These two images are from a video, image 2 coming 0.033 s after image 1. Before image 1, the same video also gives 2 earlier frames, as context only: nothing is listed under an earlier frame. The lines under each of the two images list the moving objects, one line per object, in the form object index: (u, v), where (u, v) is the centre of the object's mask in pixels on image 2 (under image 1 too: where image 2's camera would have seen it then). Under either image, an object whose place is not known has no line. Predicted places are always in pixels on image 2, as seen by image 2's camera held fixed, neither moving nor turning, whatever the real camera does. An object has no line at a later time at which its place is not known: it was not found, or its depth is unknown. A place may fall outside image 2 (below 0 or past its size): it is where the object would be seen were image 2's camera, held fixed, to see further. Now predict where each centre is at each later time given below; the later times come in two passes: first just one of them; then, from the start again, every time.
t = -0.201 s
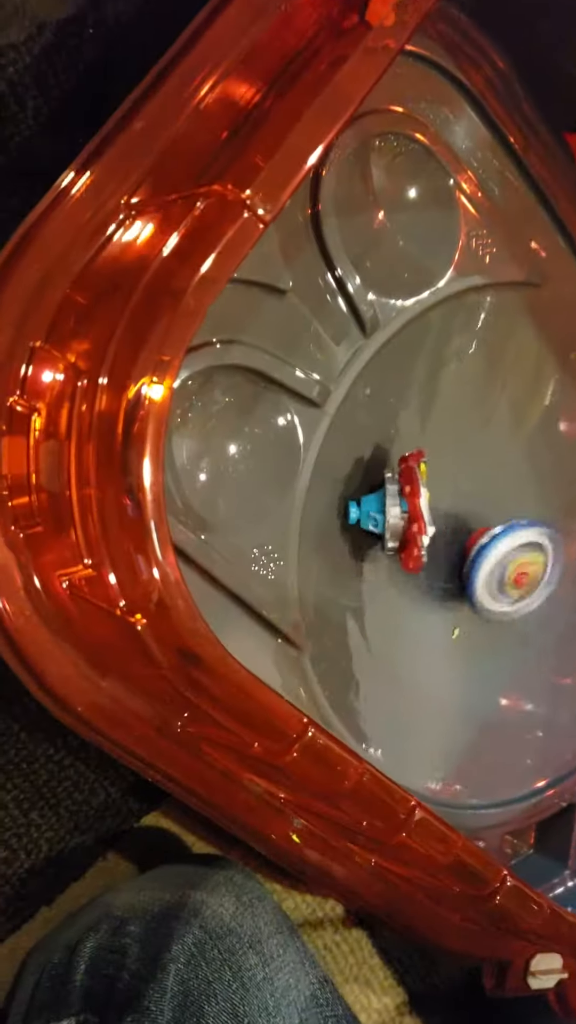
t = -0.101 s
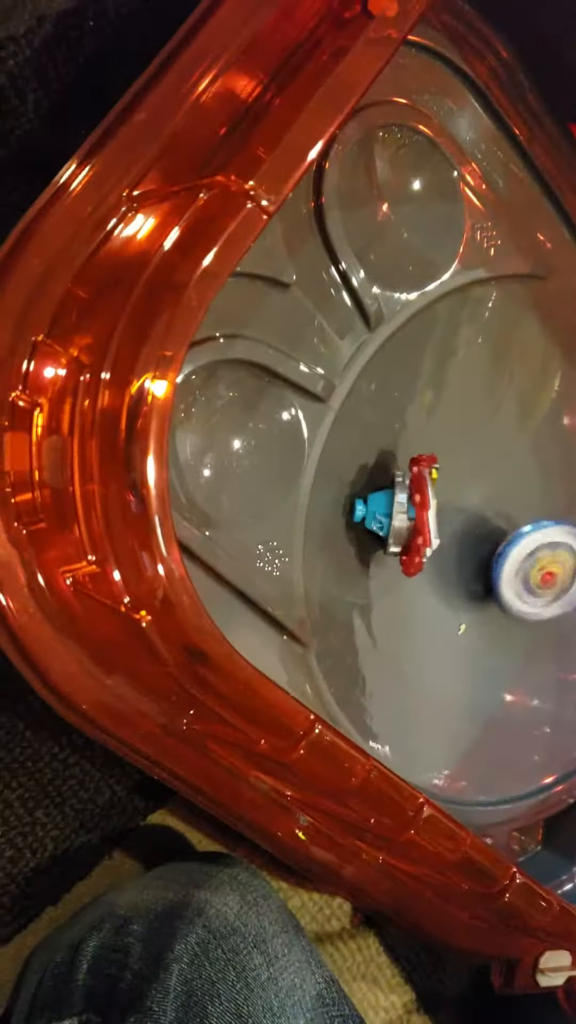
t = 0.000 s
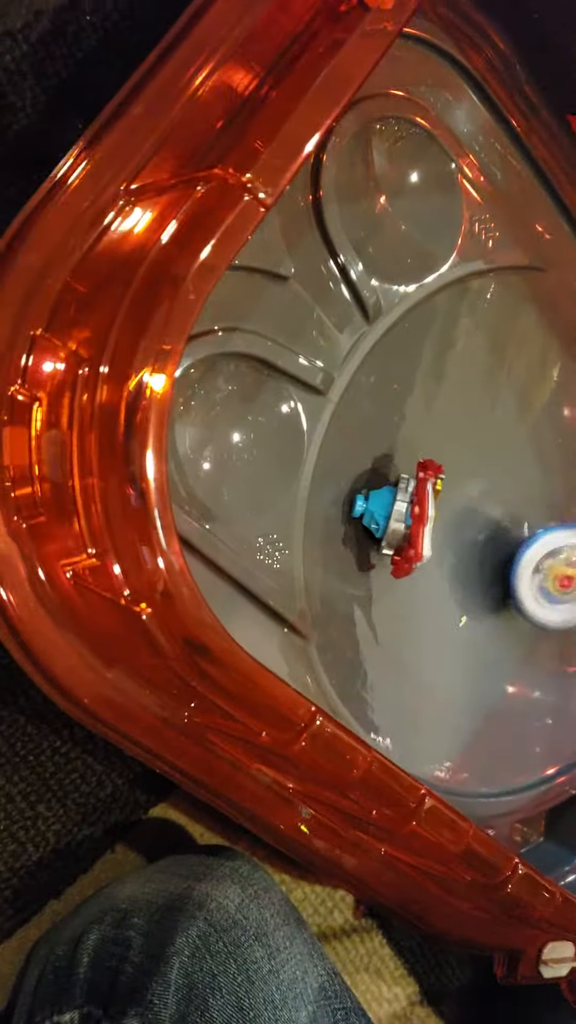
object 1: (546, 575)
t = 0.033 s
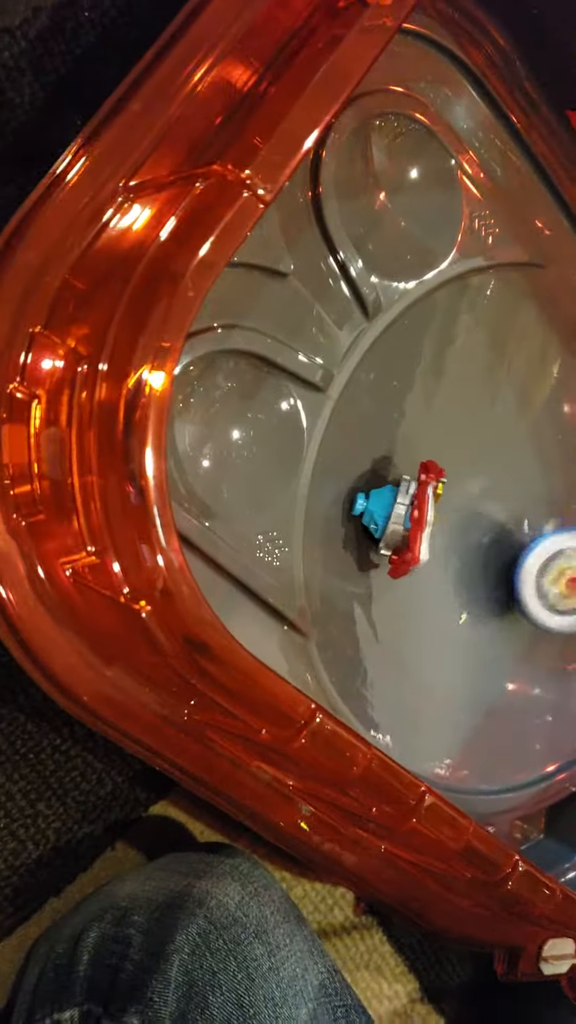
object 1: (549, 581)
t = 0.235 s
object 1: (556, 627)
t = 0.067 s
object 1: (550, 588)
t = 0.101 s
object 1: (553, 594)
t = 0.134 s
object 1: (553, 601)
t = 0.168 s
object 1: (555, 610)
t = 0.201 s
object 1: (556, 617)
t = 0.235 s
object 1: (556, 627)
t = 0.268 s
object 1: (556, 634)
